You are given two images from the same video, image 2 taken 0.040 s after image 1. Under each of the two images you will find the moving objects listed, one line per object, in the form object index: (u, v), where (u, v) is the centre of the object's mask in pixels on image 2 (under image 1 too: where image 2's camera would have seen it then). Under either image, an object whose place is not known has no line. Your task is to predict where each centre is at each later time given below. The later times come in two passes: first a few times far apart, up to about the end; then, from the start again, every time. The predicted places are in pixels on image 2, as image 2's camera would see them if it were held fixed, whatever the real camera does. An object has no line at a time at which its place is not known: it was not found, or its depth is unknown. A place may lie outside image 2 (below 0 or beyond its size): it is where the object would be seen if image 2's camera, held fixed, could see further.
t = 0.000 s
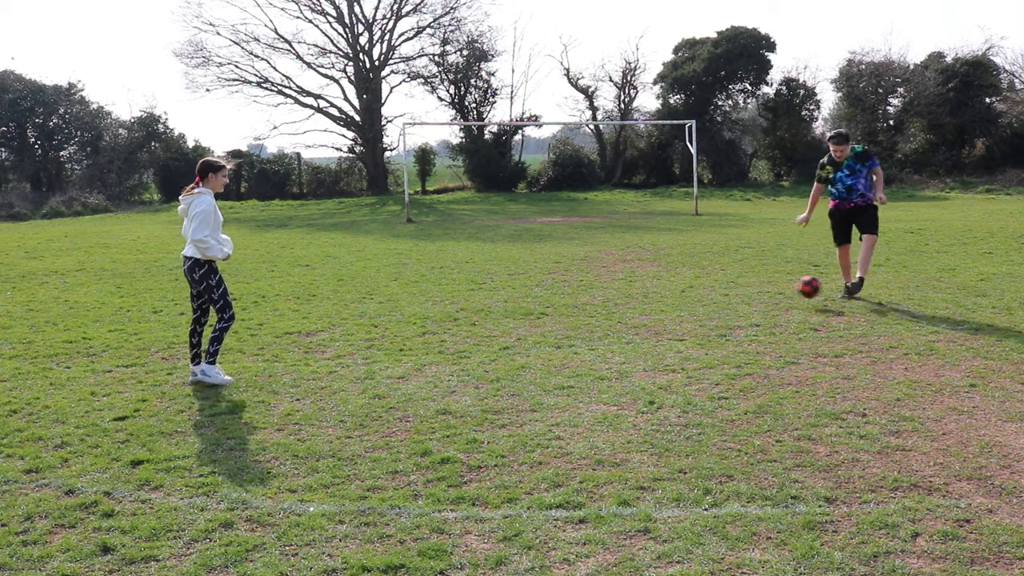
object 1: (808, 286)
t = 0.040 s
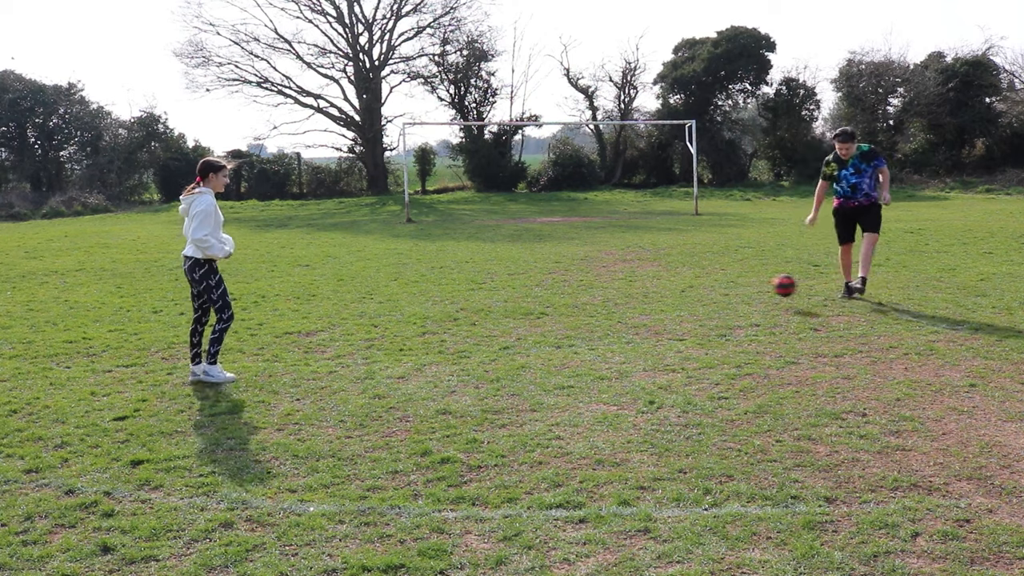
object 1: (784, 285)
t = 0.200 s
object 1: (684, 298)
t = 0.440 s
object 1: (584, 295)
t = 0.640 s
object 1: (520, 316)
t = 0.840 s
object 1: (460, 312)
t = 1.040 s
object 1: (399, 319)
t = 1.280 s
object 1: (333, 324)
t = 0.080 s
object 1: (760, 286)
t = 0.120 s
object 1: (735, 288)
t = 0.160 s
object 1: (710, 292)
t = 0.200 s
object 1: (684, 298)
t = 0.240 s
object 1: (658, 305)
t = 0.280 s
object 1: (637, 308)
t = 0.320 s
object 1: (624, 303)
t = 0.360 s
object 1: (611, 298)
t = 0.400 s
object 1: (598, 296)
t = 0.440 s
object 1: (584, 295)
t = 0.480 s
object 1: (571, 296)
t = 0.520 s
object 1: (559, 300)
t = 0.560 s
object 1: (546, 304)
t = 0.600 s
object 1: (533, 311)
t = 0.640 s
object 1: (520, 316)
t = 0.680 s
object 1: (508, 311)
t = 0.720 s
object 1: (496, 309)
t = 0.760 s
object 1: (483, 308)
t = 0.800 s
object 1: (472, 309)
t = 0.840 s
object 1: (460, 312)
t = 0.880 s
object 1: (448, 317)
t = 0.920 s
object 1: (436, 320)
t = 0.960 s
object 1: (424, 317)
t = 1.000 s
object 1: (412, 317)
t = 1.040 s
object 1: (399, 319)
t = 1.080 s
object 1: (388, 323)
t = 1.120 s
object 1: (376, 320)
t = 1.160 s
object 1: (365, 319)
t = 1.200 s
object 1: (355, 318)
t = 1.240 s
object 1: (343, 321)
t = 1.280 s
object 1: (333, 324)
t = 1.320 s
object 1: (322, 324)
